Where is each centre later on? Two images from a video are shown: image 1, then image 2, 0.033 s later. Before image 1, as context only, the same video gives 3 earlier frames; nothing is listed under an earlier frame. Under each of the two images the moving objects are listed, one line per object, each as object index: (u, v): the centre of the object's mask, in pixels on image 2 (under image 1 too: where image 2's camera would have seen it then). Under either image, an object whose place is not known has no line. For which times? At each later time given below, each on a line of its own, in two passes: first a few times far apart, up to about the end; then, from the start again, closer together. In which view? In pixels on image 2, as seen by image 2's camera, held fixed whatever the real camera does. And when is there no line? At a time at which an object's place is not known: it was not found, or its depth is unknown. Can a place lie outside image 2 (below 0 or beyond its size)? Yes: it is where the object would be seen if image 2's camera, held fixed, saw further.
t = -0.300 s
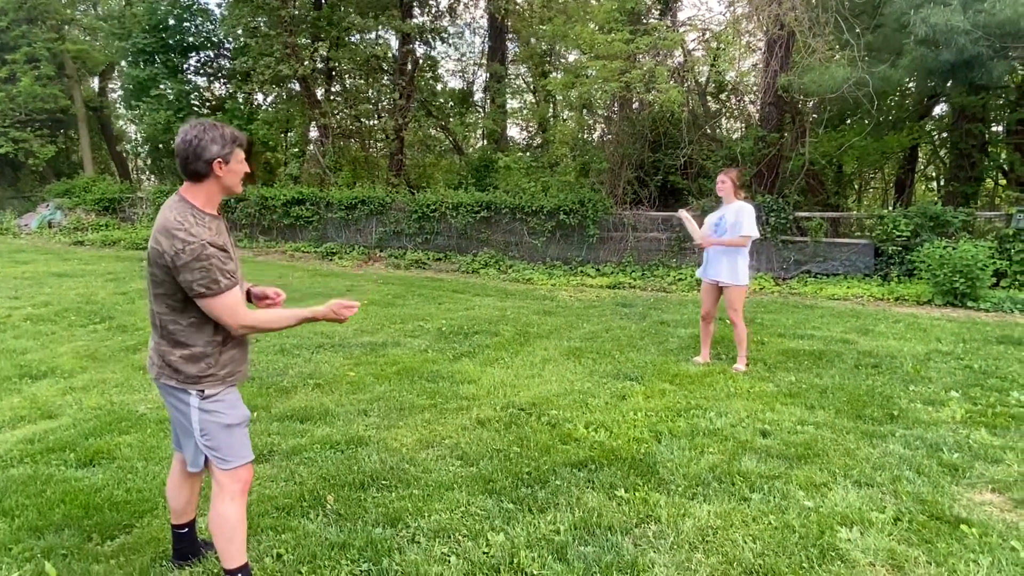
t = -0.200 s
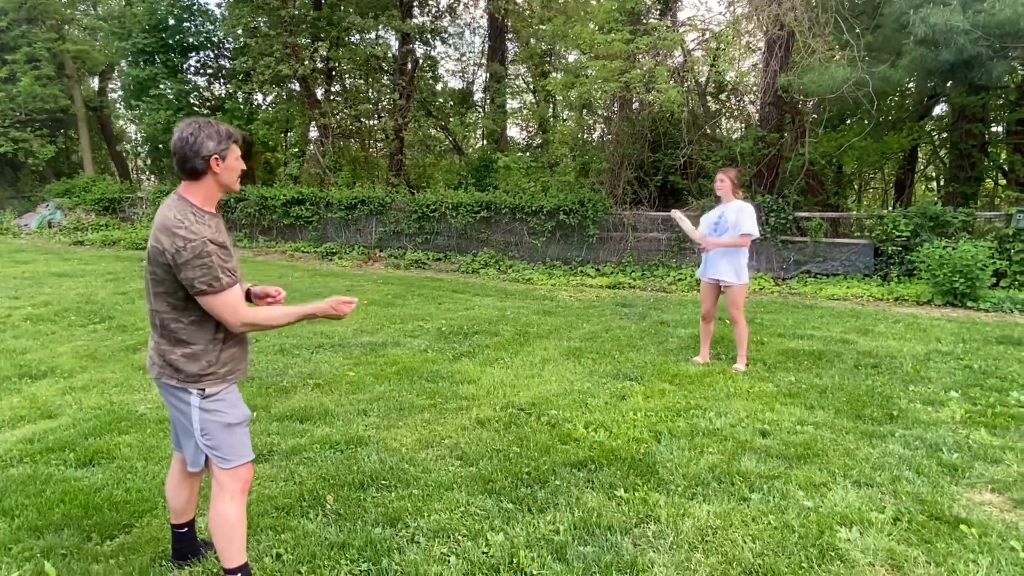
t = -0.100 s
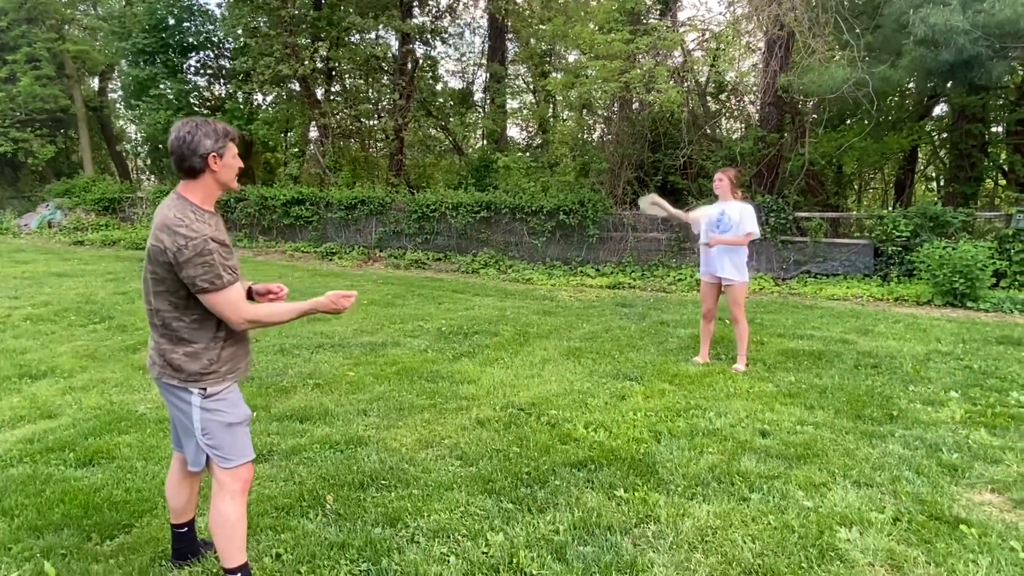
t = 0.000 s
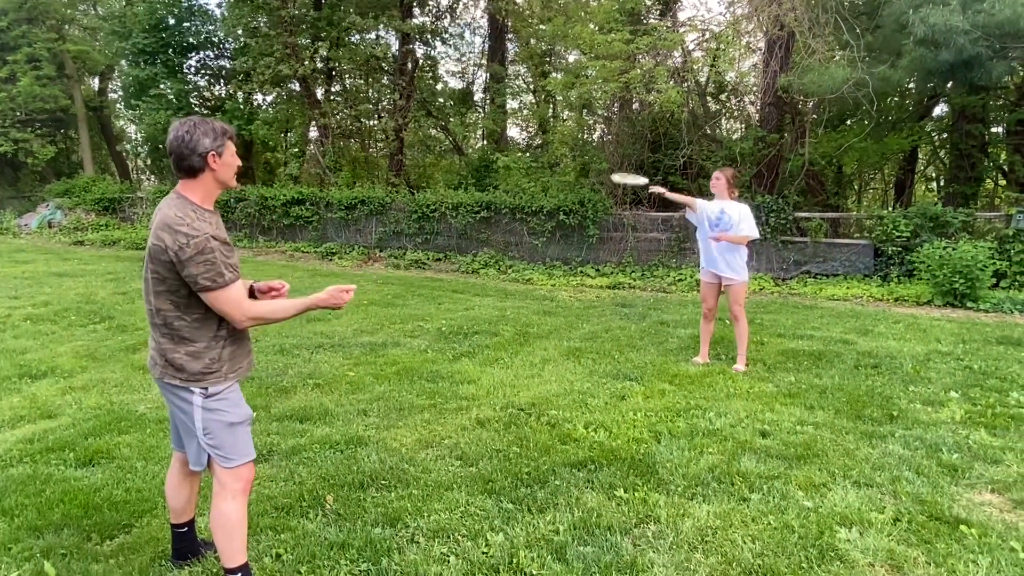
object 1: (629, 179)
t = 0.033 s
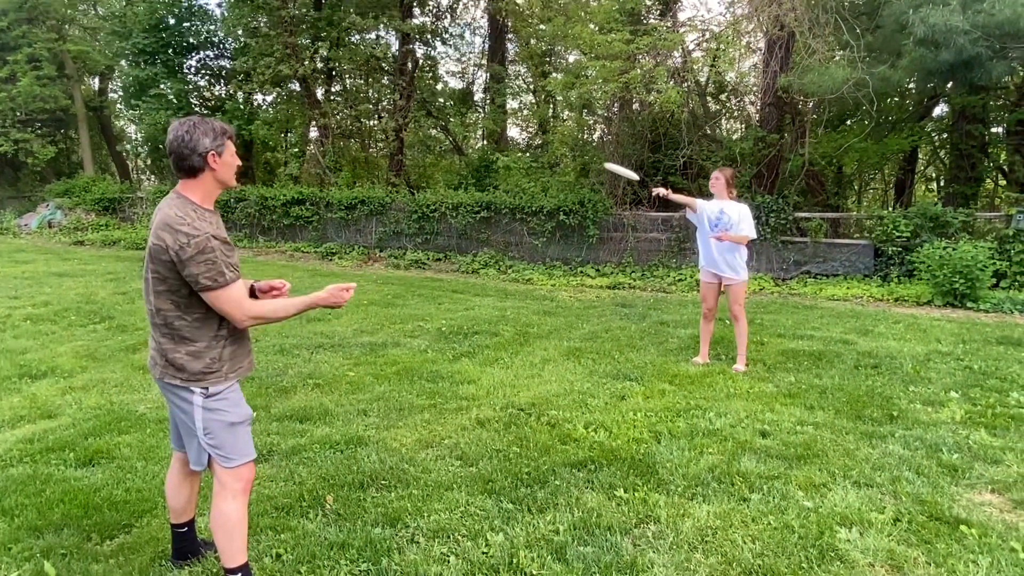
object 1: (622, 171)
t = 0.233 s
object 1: (565, 153)
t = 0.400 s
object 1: (498, 182)
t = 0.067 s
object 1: (614, 165)
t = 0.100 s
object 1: (605, 160)
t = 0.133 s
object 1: (596, 156)
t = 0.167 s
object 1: (585, 154)
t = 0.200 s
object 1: (575, 153)
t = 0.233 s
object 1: (565, 153)
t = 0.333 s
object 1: (526, 165)
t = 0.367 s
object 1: (511, 173)
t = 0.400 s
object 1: (498, 182)
